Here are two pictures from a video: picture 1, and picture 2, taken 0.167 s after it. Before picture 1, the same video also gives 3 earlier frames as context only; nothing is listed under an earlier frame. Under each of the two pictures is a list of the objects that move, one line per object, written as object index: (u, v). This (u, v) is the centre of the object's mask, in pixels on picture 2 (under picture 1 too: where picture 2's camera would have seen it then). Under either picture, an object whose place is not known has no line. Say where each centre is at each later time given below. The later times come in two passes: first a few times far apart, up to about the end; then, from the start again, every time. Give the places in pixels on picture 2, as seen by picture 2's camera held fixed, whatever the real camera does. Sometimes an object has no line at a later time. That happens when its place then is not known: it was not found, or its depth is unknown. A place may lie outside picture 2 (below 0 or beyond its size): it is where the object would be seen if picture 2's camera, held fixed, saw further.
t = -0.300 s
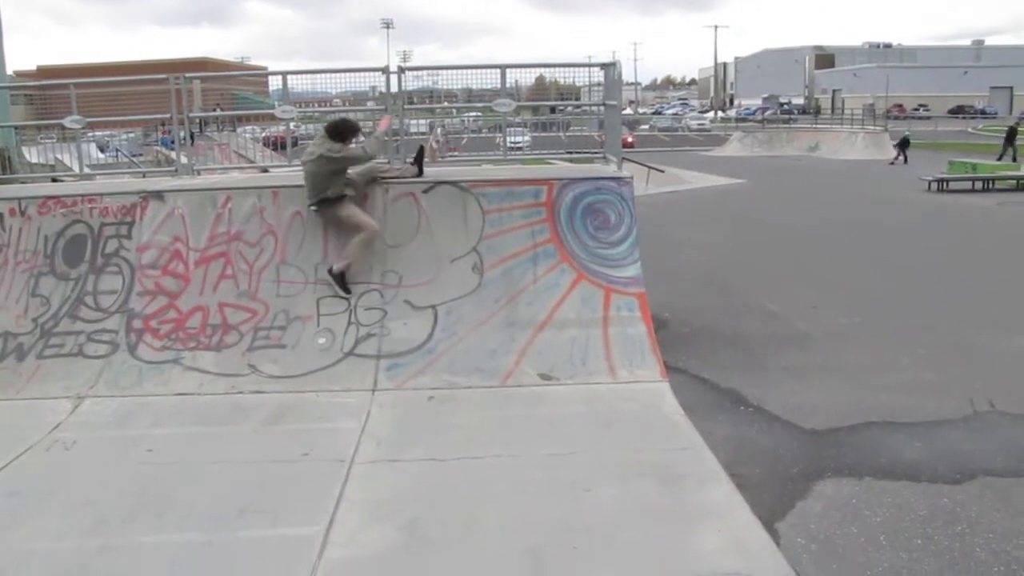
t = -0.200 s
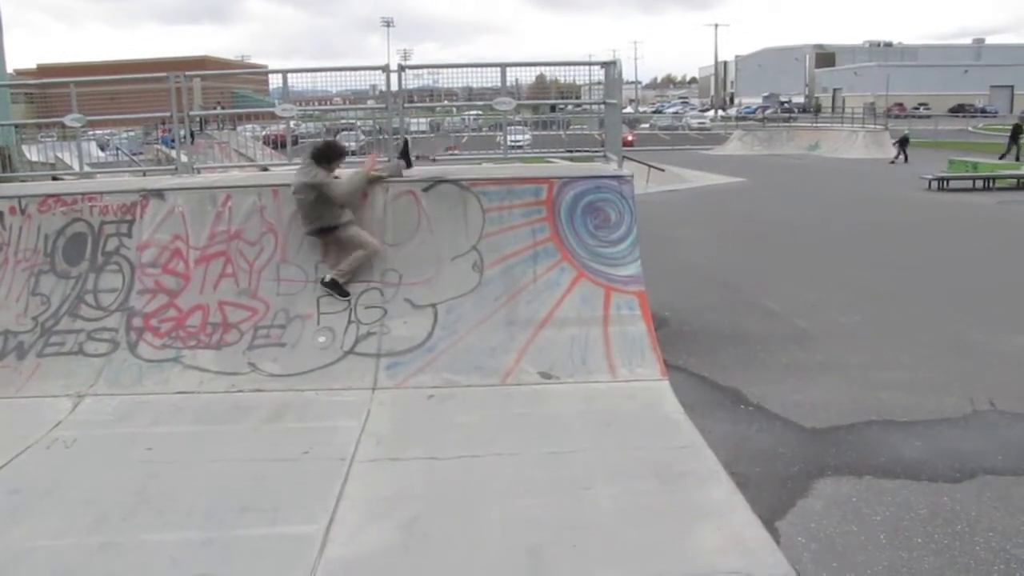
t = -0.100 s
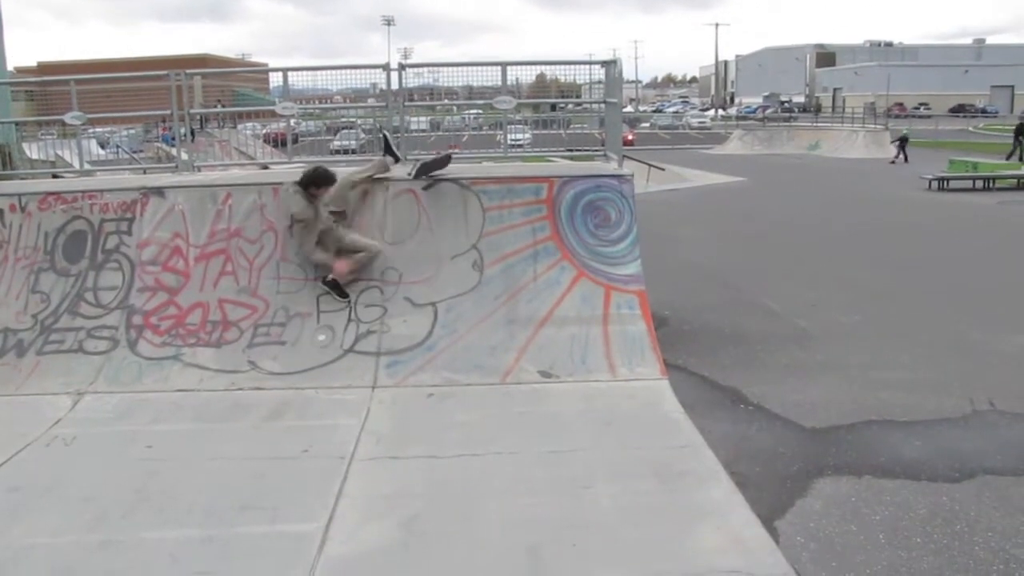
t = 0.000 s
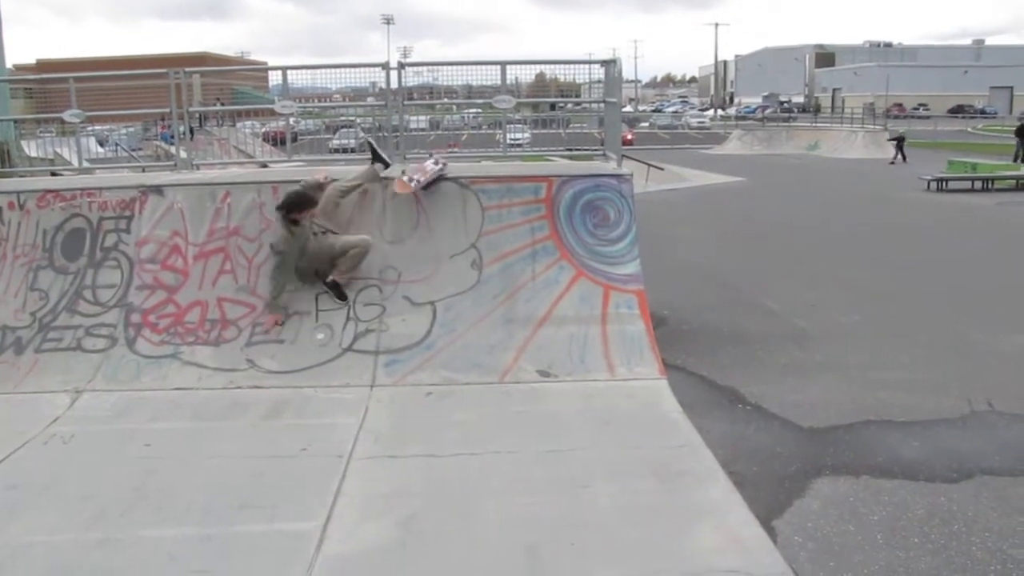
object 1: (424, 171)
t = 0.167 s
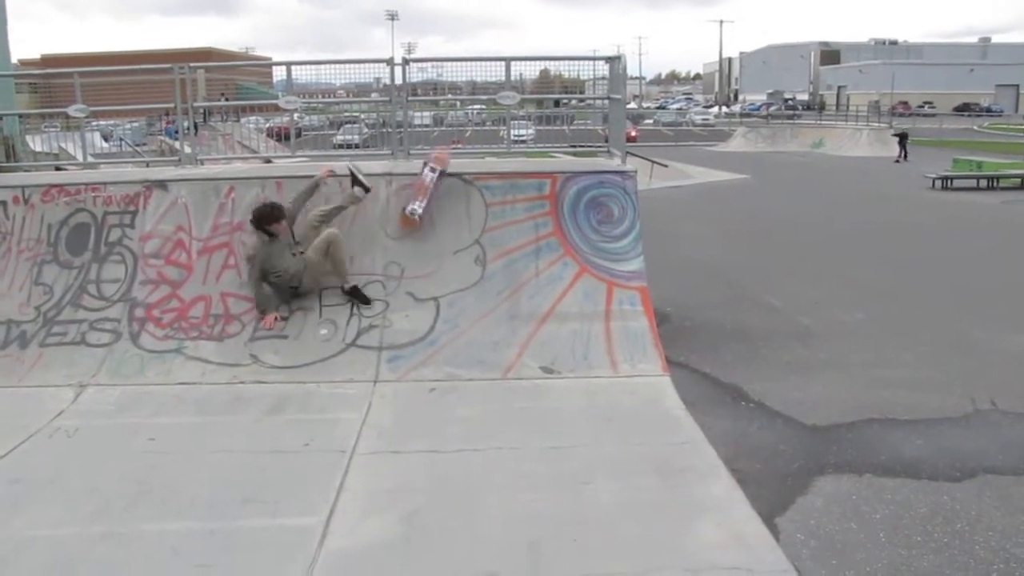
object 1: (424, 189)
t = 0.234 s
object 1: (423, 205)
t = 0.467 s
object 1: (416, 275)
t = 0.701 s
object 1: (411, 349)
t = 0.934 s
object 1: (387, 392)
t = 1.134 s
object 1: (374, 413)
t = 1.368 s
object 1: (370, 434)
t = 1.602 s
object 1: (367, 438)
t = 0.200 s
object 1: (424, 196)
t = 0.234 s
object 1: (423, 205)
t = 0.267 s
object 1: (422, 211)
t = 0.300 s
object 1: (421, 218)
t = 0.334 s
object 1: (419, 228)
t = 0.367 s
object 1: (418, 238)
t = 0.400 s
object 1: (418, 249)
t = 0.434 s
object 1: (417, 262)
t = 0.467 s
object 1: (416, 275)
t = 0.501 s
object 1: (415, 291)
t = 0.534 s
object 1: (414, 306)
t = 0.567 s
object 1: (415, 326)
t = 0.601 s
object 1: (416, 331)
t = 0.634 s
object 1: (415, 333)
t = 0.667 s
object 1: (414, 341)
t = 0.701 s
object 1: (411, 349)
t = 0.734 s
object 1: (410, 357)
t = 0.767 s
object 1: (407, 365)
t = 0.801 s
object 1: (404, 370)
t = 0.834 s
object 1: (400, 375)
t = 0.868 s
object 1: (396, 382)
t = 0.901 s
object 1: (392, 386)
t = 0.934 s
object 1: (387, 392)
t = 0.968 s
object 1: (383, 397)
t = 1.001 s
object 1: (379, 402)
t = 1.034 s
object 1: (376, 407)
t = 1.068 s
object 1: (377, 413)
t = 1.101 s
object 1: (376, 414)
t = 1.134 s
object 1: (374, 413)
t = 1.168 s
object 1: (372, 414)
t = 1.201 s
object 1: (371, 415)
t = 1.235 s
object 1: (371, 417)
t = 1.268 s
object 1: (370, 421)
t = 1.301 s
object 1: (371, 427)
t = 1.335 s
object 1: (371, 430)
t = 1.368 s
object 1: (370, 434)
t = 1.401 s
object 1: (368, 436)
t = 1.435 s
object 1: (368, 436)
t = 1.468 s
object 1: (368, 436)
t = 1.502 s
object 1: (368, 437)
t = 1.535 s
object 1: (368, 438)
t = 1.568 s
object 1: (368, 438)
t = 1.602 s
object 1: (367, 438)
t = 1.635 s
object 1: (367, 438)
